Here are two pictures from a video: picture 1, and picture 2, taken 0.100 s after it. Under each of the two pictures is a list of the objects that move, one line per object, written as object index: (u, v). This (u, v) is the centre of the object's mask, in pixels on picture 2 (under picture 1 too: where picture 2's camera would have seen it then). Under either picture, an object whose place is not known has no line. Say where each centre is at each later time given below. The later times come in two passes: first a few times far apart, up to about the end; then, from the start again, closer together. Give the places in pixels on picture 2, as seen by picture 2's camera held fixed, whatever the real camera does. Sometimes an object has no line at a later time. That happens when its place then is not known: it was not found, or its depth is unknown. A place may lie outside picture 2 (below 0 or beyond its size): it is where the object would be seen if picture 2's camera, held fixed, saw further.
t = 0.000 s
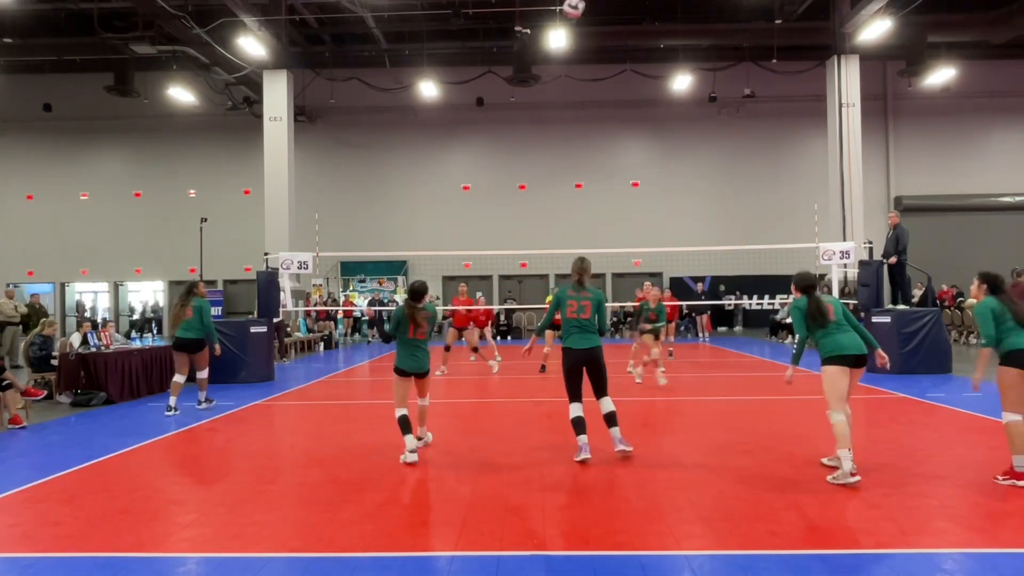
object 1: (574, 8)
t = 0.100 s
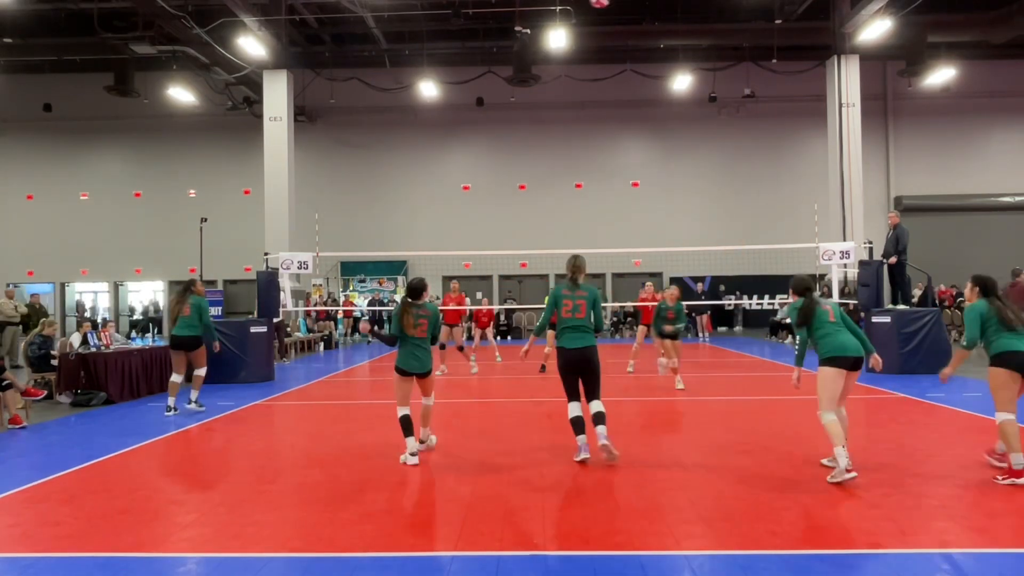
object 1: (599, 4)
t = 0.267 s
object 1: (644, 5)
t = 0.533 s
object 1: (711, 54)
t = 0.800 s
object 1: (774, 164)
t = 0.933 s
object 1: (803, 239)
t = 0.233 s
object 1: (635, 4)
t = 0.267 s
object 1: (644, 5)
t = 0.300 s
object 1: (652, 6)
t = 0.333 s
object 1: (660, 9)
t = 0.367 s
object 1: (669, 13)
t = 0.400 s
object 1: (678, 20)
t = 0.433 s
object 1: (686, 27)
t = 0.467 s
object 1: (695, 35)
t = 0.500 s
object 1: (703, 43)
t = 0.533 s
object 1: (711, 54)
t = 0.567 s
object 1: (719, 65)
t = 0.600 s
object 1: (727, 76)
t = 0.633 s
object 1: (735, 89)
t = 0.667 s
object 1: (744, 102)
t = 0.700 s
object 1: (751, 115)
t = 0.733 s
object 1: (759, 131)
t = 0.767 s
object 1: (766, 148)
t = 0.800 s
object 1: (774, 164)
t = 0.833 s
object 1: (783, 182)
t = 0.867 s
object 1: (788, 200)
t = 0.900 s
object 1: (796, 219)
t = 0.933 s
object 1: (803, 239)
